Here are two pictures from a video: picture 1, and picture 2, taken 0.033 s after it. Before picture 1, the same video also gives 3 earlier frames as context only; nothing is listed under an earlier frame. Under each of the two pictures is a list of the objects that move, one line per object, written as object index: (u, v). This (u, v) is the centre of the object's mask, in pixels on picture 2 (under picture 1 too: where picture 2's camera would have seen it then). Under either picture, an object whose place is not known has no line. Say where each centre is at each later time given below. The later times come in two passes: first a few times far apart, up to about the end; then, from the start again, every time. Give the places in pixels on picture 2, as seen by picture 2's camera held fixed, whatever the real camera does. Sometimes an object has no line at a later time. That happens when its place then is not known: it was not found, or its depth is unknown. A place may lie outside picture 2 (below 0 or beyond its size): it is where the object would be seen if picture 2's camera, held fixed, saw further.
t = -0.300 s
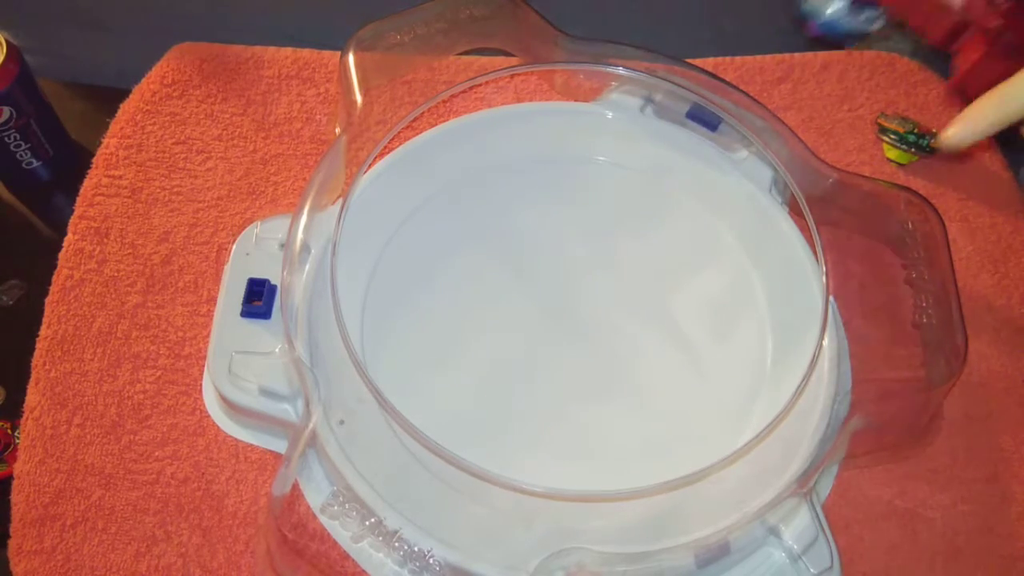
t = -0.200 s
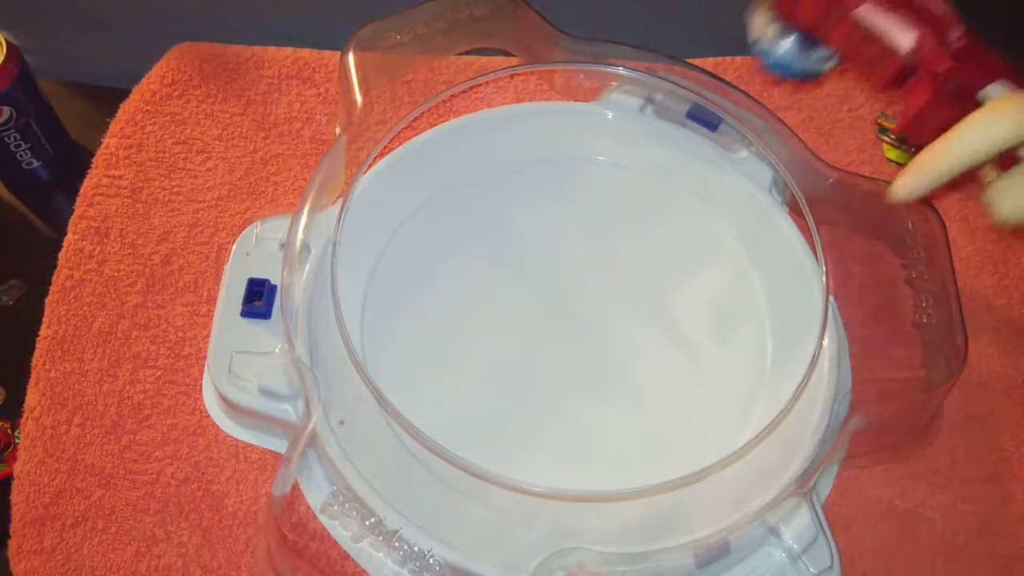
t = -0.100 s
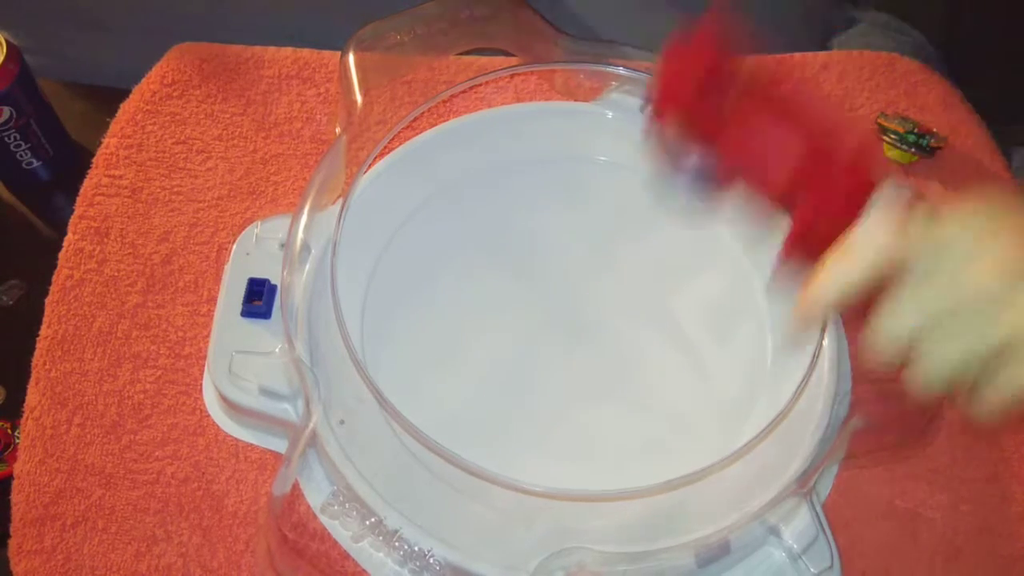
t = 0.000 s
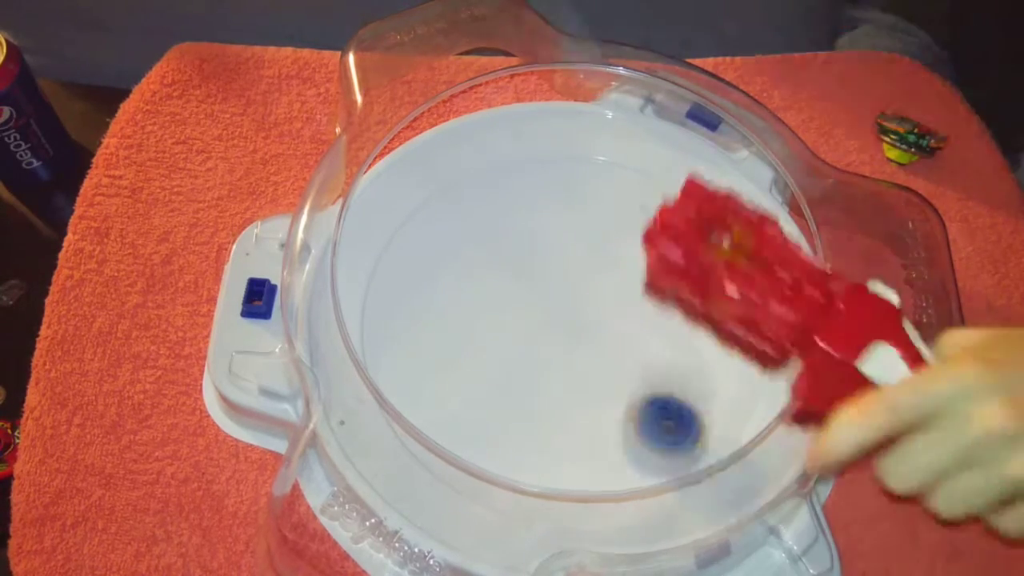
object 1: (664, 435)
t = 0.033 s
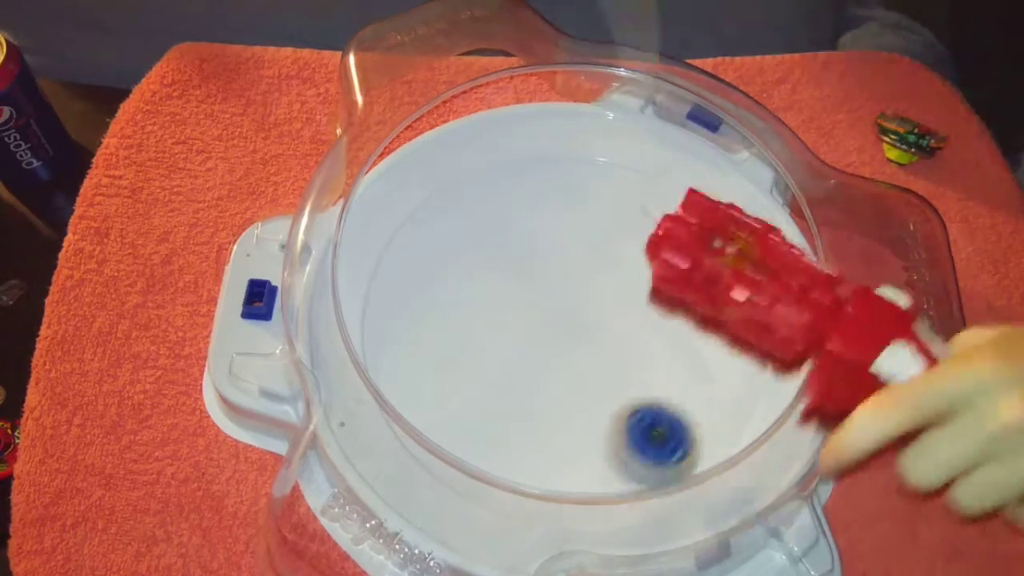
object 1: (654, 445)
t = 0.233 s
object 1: (517, 490)
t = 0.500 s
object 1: (493, 281)
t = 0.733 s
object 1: (568, 157)
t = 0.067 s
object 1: (637, 462)
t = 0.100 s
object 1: (613, 492)
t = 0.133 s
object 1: (584, 521)
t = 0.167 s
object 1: (558, 527)
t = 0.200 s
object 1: (535, 516)
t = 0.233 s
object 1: (517, 490)
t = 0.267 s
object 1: (498, 471)
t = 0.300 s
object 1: (480, 457)
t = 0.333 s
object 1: (474, 429)
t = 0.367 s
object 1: (472, 400)
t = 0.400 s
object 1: (474, 372)
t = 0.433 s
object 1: (479, 337)
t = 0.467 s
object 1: (485, 309)
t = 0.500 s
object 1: (493, 281)
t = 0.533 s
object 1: (502, 251)
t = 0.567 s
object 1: (511, 230)
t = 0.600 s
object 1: (524, 201)
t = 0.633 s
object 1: (537, 179)
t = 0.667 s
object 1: (548, 169)
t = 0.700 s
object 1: (558, 167)
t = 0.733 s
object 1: (568, 157)
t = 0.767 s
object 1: (577, 153)
